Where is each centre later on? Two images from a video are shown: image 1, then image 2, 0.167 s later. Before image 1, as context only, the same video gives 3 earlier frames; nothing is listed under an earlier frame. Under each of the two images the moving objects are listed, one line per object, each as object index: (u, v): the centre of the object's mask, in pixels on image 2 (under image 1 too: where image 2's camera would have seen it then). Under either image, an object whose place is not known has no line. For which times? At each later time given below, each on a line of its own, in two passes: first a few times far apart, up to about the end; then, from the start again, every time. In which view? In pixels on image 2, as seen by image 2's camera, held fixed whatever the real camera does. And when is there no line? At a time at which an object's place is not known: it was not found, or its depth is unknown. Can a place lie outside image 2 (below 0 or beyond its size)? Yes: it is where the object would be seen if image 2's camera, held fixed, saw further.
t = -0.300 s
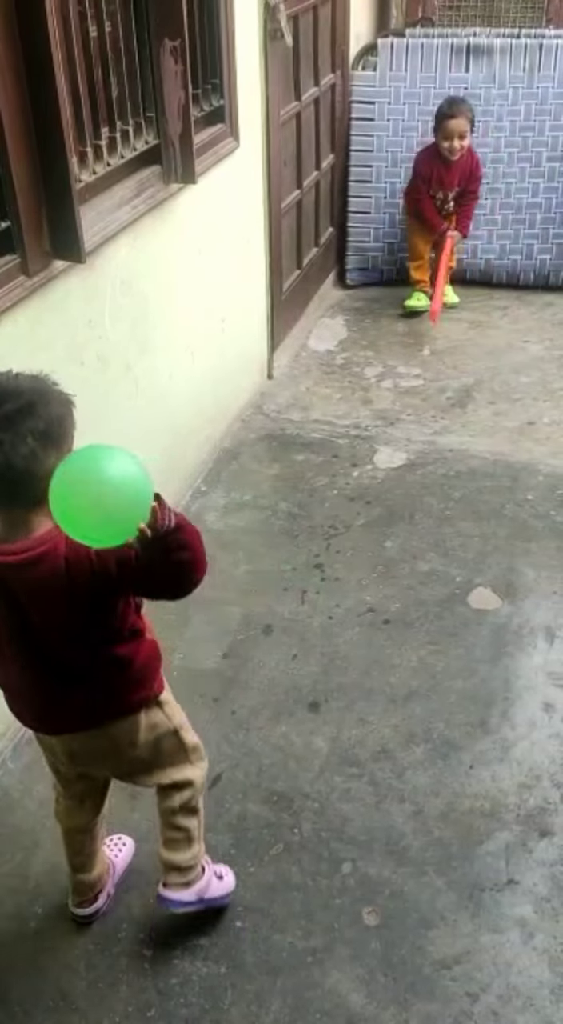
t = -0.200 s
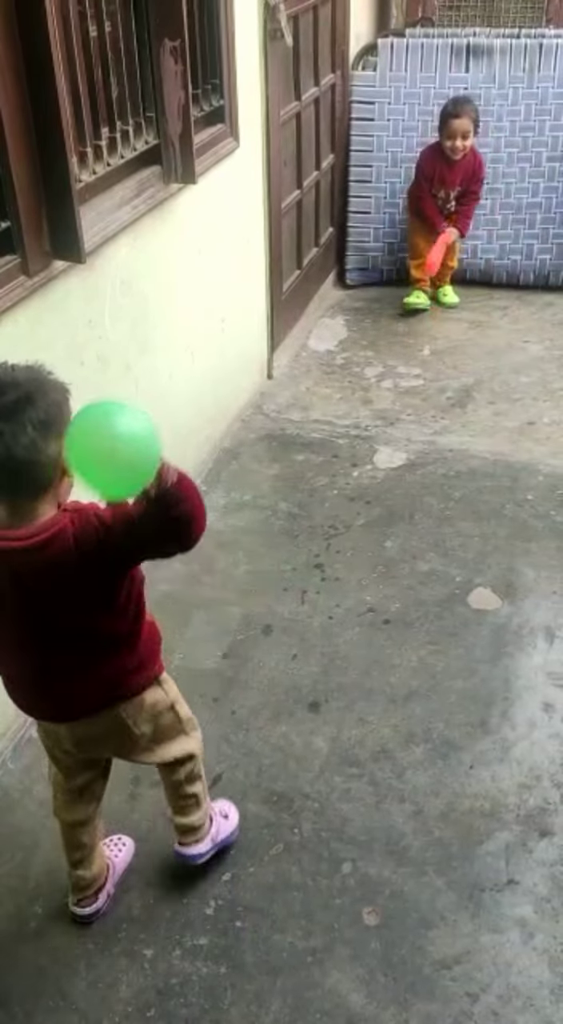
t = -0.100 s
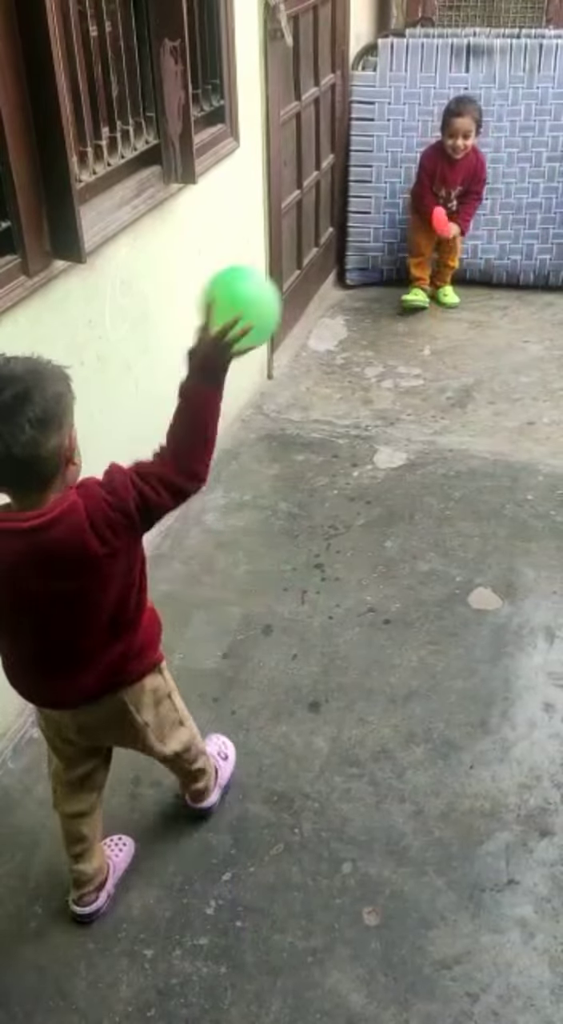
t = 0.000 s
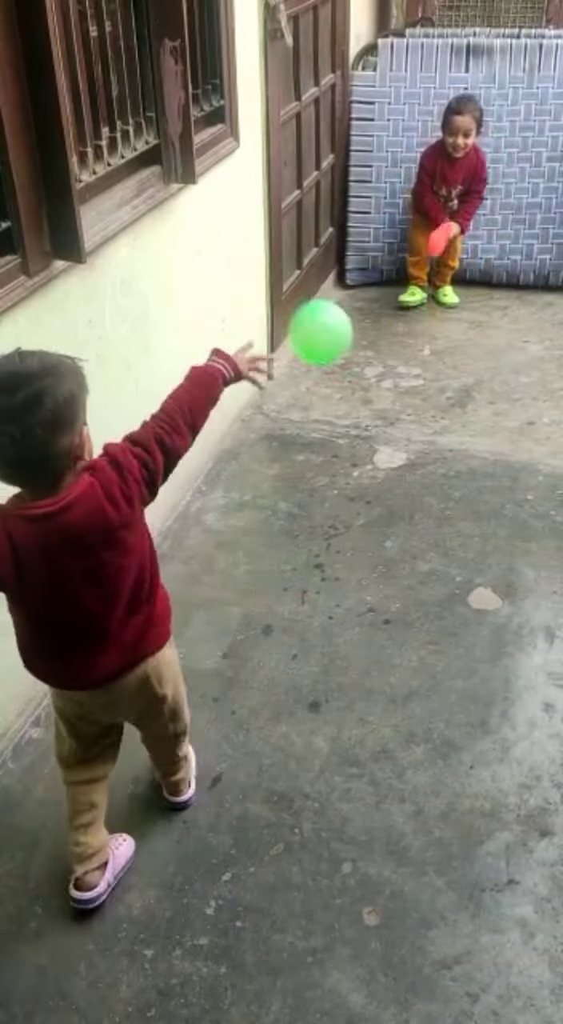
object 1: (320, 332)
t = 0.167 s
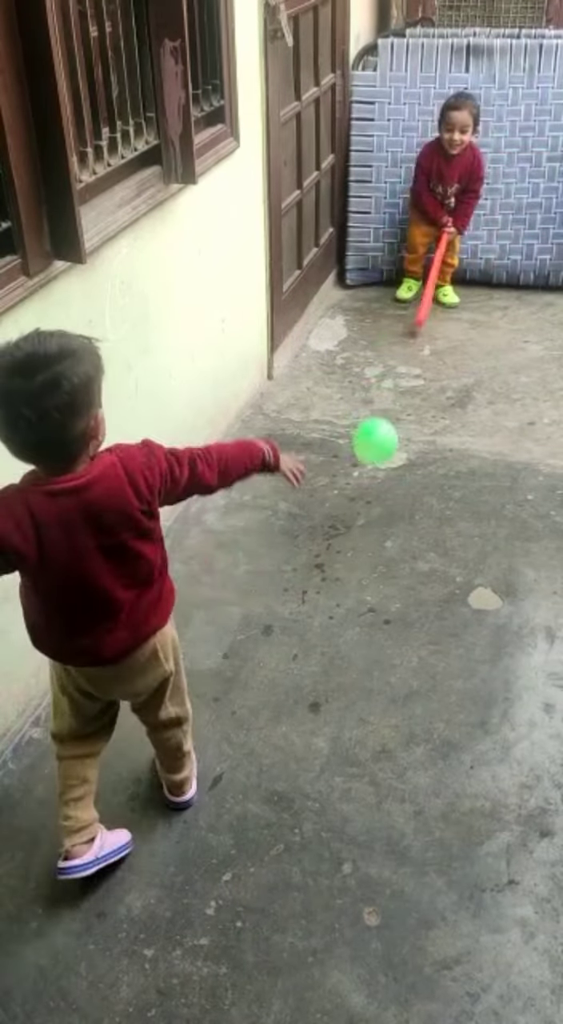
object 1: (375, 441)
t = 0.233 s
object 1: (384, 468)
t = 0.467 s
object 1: (385, 281)
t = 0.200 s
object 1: (381, 467)
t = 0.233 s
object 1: (384, 468)
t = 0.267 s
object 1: (385, 428)
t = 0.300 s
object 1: (385, 393)
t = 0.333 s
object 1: (385, 361)
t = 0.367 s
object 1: (385, 334)
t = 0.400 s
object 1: (385, 313)
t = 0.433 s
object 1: (385, 295)
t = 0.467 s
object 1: (385, 281)
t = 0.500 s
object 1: (385, 270)
